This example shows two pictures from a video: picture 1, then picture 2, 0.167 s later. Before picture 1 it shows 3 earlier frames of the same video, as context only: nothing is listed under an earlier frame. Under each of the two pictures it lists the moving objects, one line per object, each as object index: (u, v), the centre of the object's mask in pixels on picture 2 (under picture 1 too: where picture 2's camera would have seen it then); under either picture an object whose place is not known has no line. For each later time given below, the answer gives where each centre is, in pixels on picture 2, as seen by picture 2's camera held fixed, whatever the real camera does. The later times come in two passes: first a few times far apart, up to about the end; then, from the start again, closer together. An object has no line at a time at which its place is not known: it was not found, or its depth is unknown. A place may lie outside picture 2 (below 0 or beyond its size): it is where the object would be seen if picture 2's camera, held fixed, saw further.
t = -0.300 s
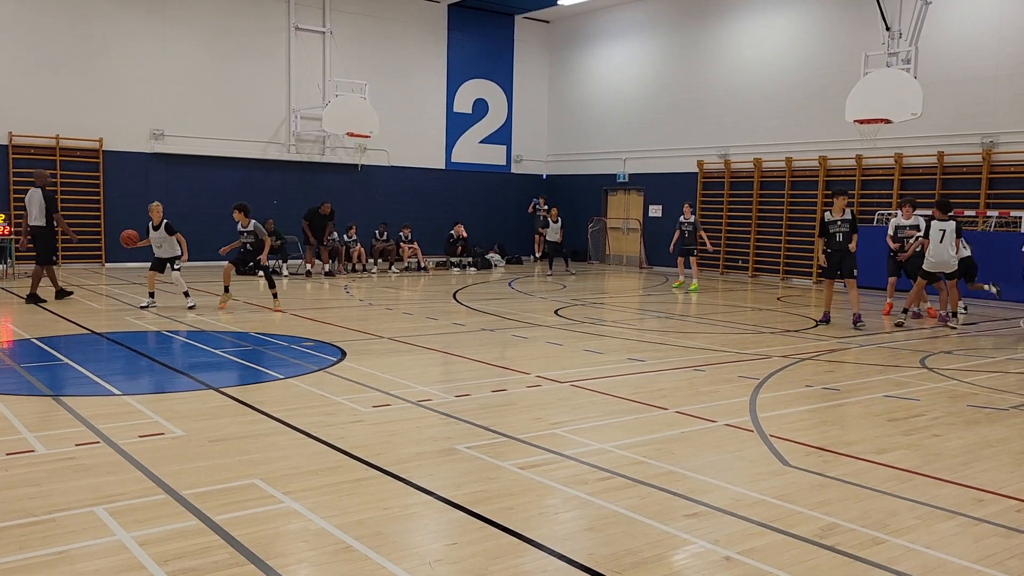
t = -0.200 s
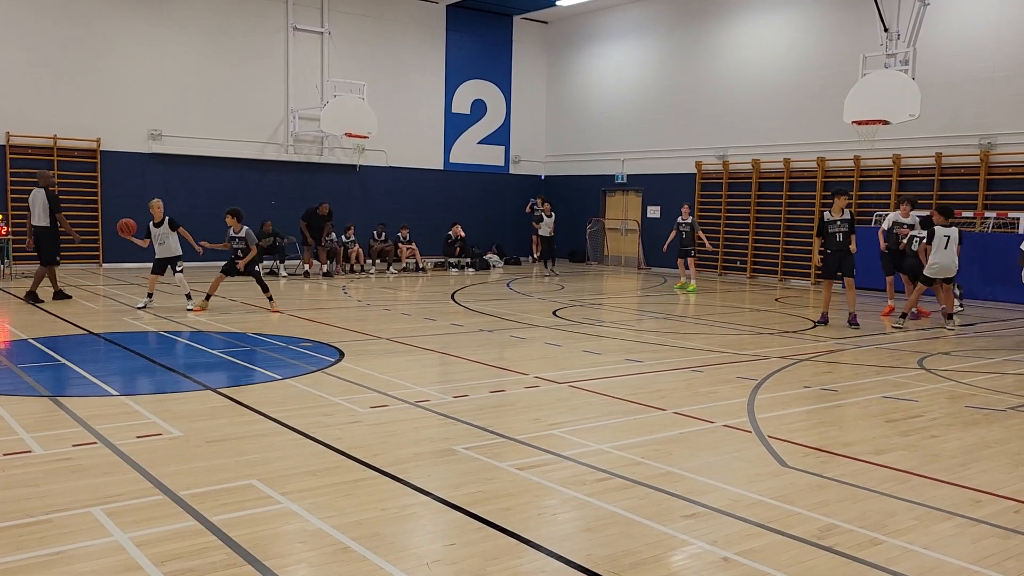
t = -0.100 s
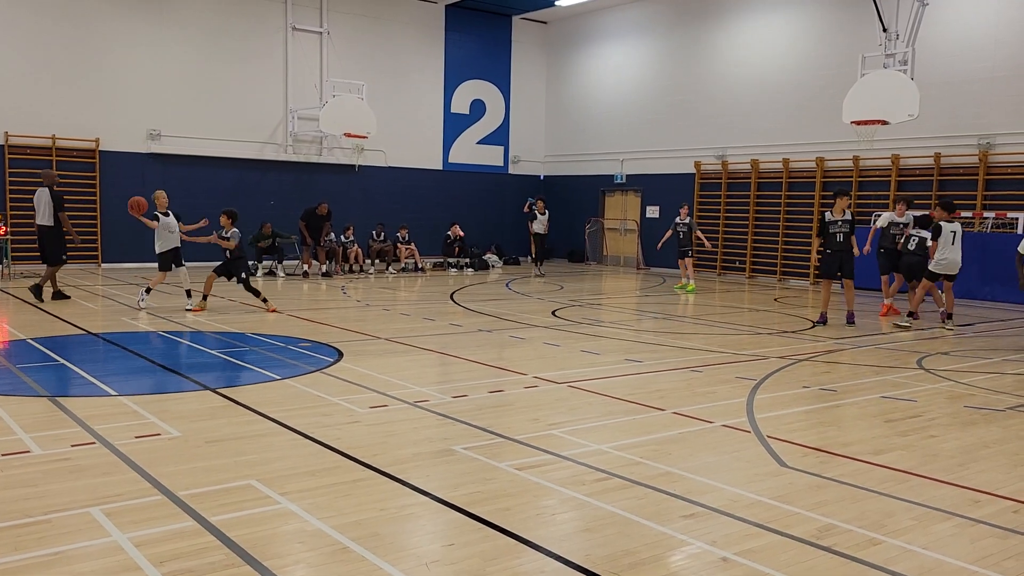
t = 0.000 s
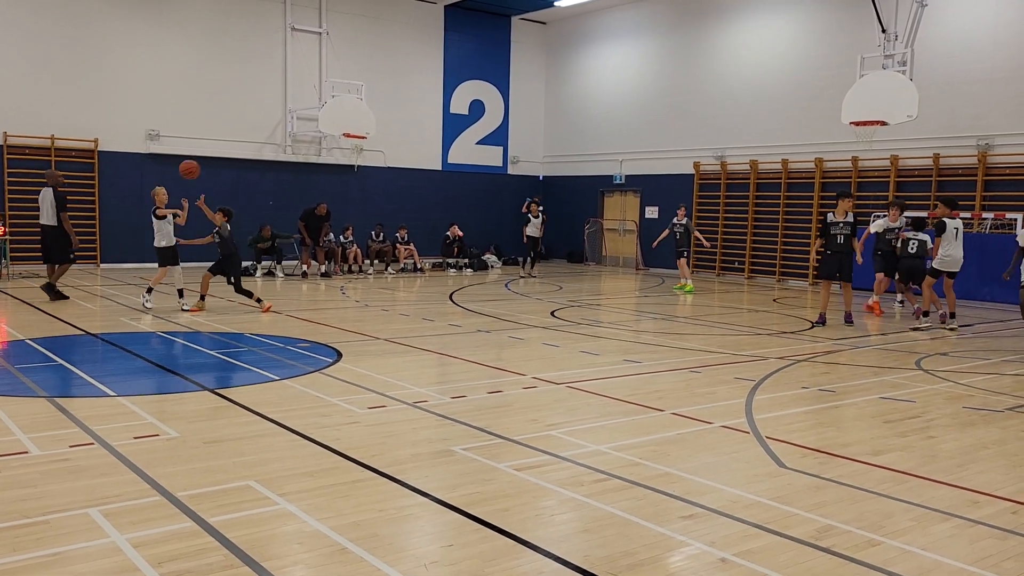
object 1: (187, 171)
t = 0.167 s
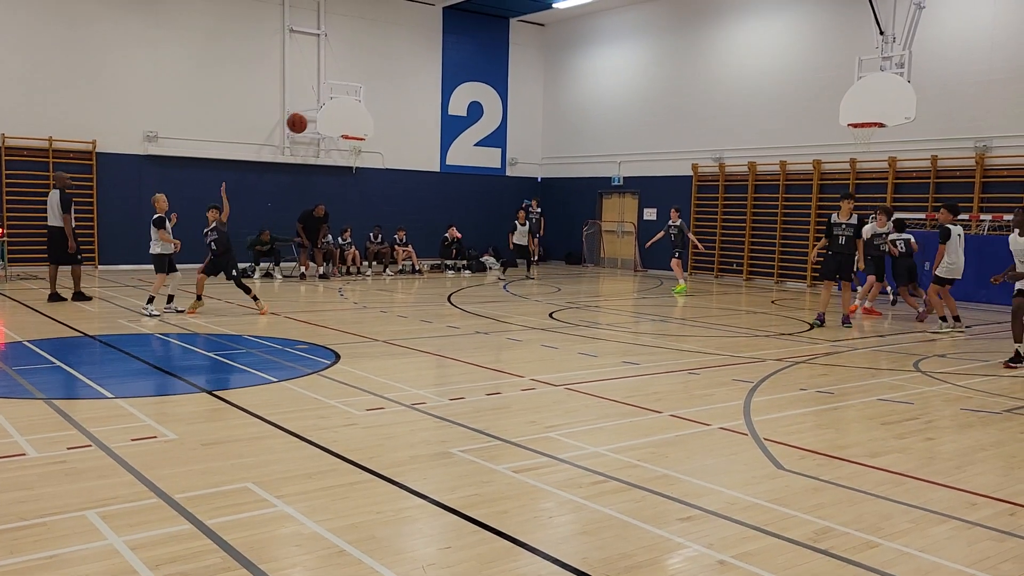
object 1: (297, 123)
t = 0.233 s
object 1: (343, 109)
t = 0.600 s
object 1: (640, 95)
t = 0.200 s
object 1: (320, 115)
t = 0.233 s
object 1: (343, 109)
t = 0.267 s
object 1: (368, 103)
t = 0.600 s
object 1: (640, 95)
